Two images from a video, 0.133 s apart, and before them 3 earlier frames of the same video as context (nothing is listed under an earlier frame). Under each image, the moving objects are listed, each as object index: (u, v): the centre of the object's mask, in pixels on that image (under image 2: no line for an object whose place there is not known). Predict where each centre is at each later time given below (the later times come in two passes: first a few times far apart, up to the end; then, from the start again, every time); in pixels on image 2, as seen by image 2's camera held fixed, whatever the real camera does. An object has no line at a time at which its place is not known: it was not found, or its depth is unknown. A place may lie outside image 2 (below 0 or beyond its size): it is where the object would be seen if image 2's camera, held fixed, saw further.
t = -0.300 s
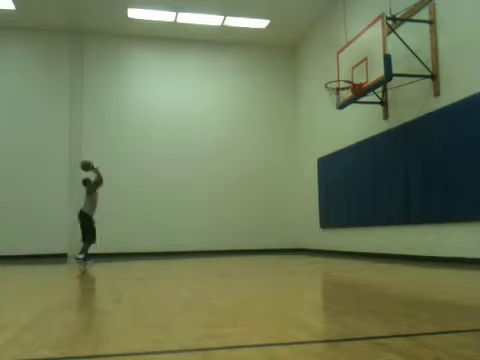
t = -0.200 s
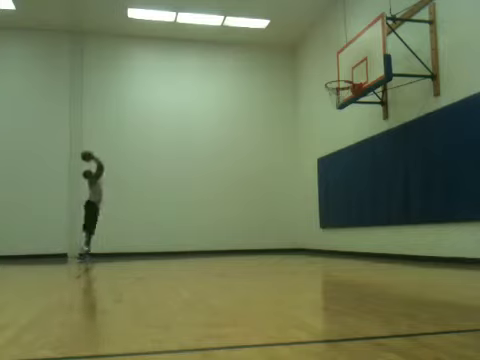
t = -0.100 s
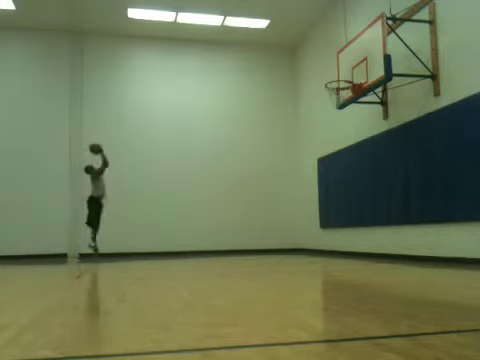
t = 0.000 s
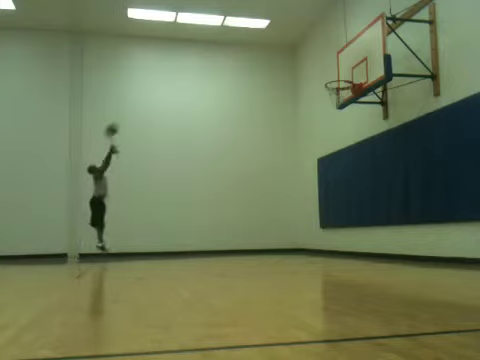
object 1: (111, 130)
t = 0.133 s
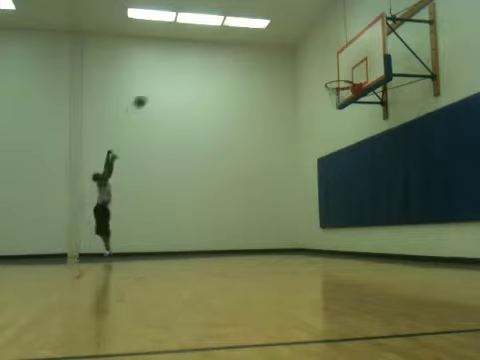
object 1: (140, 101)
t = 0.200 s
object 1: (154, 90)
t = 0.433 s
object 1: (207, 64)
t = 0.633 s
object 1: (258, 61)
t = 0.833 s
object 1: (314, 78)
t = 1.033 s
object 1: (301, 70)
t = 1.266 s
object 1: (274, 76)
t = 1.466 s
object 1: (252, 103)
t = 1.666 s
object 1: (230, 150)
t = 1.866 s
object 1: (211, 215)
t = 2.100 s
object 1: (195, 218)
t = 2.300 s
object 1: (187, 178)
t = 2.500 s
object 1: (179, 159)
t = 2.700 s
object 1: (171, 158)
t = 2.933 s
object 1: (163, 182)
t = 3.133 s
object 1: (155, 223)
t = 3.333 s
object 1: (148, 236)
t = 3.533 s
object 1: (140, 206)
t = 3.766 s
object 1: (131, 193)
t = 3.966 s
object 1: (124, 203)
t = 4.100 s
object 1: (118, 219)
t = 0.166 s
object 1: (146, 95)
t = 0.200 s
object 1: (154, 90)
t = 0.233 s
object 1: (161, 85)
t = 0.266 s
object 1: (169, 80)
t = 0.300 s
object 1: (176, 76)
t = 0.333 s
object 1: (184, 73)
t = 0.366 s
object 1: (192, 70)
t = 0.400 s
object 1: (200, 67)
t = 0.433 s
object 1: (207, 64)
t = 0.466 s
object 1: (216, 62)
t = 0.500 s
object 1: (224, 61)
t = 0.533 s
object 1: (232, 61)
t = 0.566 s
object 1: (241, 60)
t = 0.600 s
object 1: (249, 60)
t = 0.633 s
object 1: (258, 61)
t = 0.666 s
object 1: (266, 63)
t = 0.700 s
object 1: (276, 64)
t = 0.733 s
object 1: (286, 67)
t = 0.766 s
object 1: (295, 71)
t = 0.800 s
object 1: (304, 74)
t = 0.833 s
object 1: (314, 78)
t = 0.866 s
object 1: (321, 82)
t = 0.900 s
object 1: (318, 79)
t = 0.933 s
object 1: (313, 75)
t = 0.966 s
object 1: (309, 73)
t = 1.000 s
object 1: (305, 71)
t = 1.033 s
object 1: (301, 70)
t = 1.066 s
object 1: (297, 69)
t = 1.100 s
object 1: (293, 69)
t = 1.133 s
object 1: (289, 69)
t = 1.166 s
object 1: (285, 70)
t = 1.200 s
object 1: (281, 71)
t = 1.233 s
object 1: (277, 73)
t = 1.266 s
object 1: (274, 76)
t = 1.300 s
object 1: (269, 79)
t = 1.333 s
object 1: (266, 83)
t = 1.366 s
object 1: (262, 87)
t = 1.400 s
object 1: (258, 92)
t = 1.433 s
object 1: (255, 98)
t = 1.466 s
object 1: (252, 103)
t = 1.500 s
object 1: (248, 110)
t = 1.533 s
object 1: (245, 117)
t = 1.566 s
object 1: (241, 124)
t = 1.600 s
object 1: (237, 132)
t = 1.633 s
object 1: (234, 141)
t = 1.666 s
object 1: (230, 150)
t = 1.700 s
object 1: (227, 160)
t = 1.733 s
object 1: (223, 170)
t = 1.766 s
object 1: (220, 181)
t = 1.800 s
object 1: (217, 191)
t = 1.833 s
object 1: (213, 203)
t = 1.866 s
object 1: (211, 215)
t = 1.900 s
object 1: (207, 228)
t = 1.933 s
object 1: (203, 242)
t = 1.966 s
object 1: (200, 253)
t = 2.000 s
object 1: (199, 245)
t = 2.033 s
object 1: (198, 236)
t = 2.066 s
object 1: (196, 226)
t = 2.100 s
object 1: (195, 218)
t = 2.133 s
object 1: (193, 210)
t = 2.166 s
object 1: (192, 203)
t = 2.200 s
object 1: (191, 196)
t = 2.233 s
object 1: (190, 189)
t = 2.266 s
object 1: (188, 184)
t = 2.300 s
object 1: (187, 178)
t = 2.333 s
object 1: (185, 174)
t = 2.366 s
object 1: (184, 170)
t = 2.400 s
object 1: (183, 166)
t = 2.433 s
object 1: (182, 163)
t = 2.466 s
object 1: (180, 160)
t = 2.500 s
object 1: (179, 159)
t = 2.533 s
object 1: (178, 157)
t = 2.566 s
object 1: (176, 157)
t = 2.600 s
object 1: (175, 156)
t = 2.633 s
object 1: (174, 156)
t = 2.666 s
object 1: (173, 157)
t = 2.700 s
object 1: (171, 158)
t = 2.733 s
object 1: (170, 160)
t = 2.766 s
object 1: (169, 162)
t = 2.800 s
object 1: (167, 165)
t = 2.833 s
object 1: (166, 168)
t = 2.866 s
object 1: (165, 172)
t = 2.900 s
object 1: (164, 176)
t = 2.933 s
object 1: (163, 182)
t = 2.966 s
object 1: (161, 187)
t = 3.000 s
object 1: (160, 193)
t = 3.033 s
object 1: (159, 200)
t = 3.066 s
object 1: (158, 207)
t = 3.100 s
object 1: (157, 215)
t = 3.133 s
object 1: (155, 223)
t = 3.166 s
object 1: (154, 231)
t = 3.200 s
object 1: (153, 241)
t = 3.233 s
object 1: (152, 248)
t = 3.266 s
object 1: (151, 248)
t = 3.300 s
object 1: (149, 245)
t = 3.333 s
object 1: (148, 236)
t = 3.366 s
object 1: (146, 230)
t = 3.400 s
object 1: (145, 224)
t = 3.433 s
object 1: (144, 219)
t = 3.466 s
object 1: (142, 214)
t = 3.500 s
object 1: (141, 210)
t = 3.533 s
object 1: (140, 206)
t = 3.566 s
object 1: (139, 202)
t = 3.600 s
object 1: (138, 200)
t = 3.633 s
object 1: (136, 197)
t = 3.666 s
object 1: (135, 196)
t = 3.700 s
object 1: (134, 194)
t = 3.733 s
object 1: (132, 193)
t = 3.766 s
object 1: (131, 193)
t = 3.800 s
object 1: (130, 193)
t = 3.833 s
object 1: (129, 194)
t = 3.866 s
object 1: (128, 195)
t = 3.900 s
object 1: (126, 197)
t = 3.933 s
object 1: (125, 200)
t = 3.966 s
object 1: (124, 203)
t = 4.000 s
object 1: (122, 206)
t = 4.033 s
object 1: (121, 210)
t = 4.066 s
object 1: (119, 214)
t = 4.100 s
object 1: (118, 219)
